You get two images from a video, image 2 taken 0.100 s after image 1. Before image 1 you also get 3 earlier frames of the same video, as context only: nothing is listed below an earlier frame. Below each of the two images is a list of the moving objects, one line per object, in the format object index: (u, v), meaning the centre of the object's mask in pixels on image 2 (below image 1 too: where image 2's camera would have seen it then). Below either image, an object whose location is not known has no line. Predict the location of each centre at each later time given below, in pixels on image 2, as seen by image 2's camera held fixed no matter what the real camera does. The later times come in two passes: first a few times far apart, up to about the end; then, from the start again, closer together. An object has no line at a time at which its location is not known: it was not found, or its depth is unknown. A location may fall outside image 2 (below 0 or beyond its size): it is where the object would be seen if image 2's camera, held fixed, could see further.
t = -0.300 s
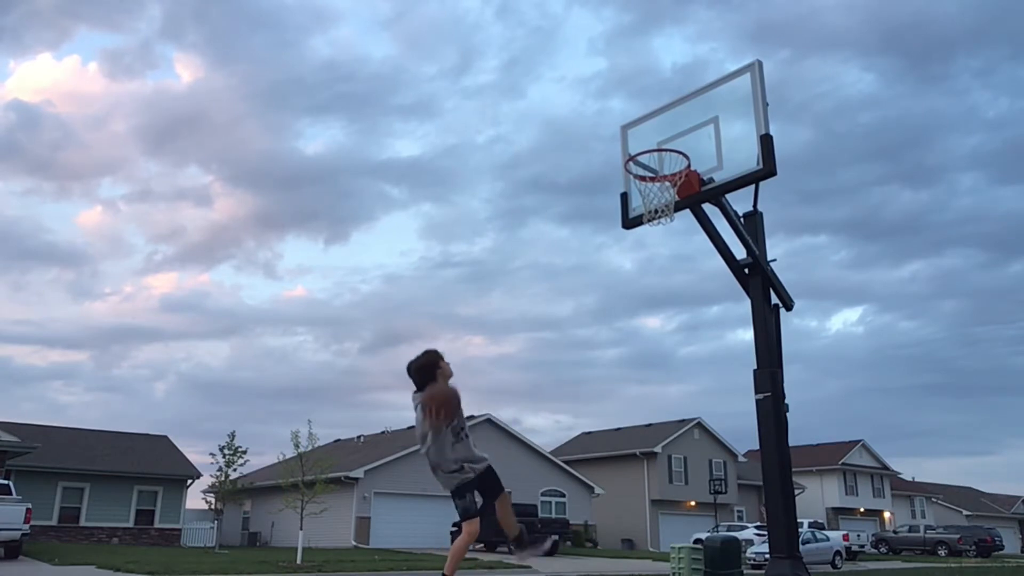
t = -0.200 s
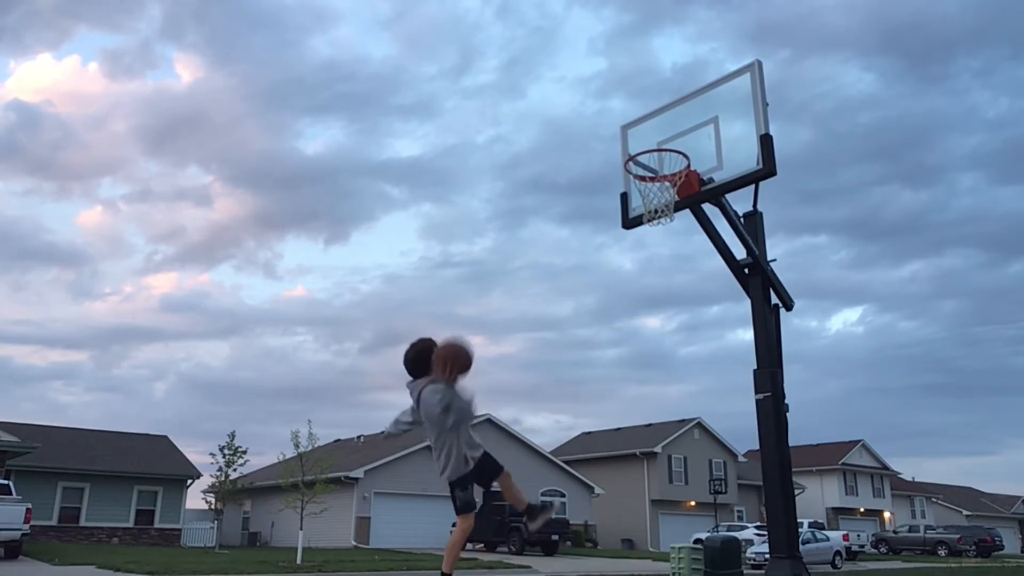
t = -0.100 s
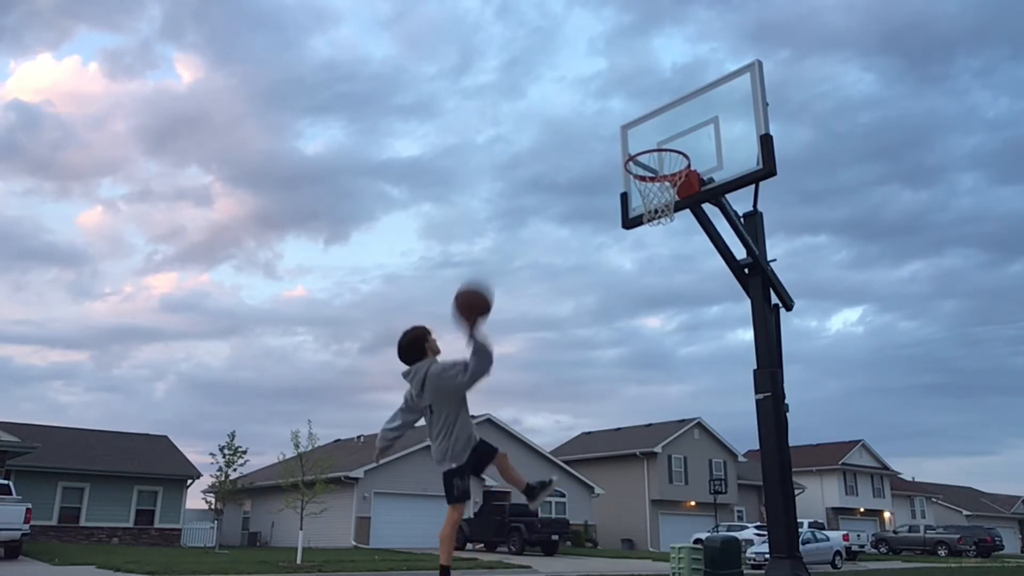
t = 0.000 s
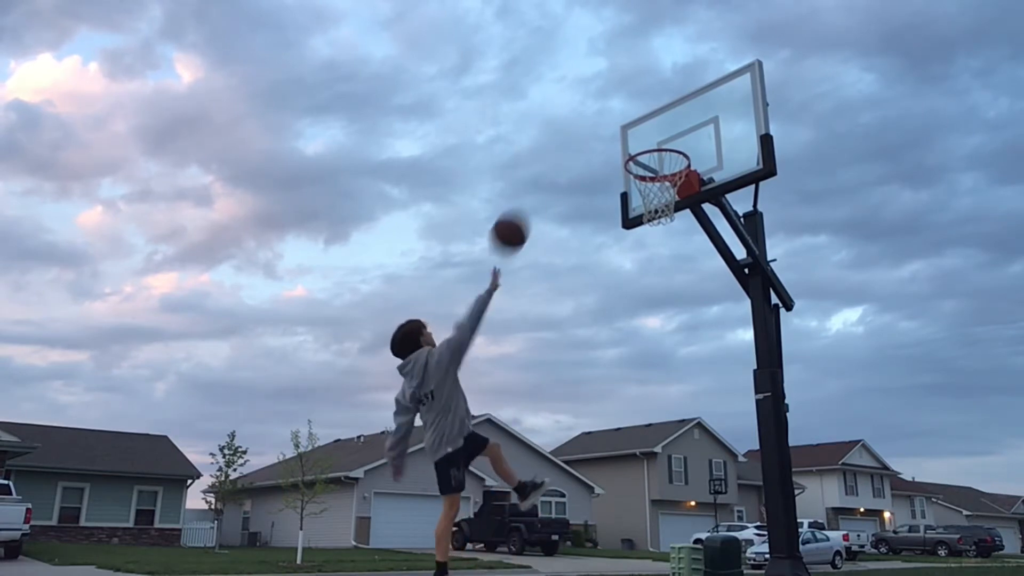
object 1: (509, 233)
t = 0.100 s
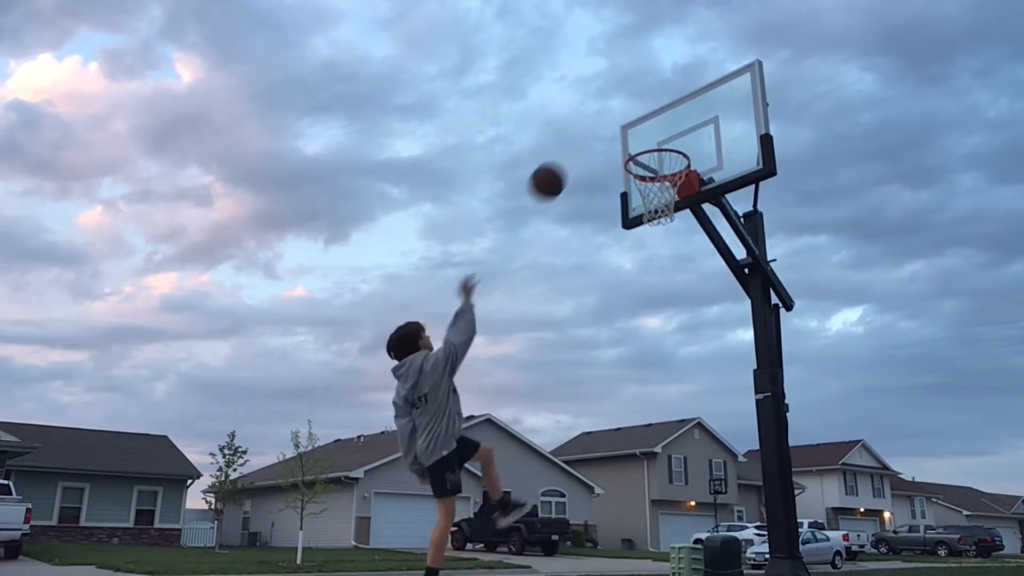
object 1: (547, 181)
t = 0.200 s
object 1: (582, 148)
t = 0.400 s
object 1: (643, 124)
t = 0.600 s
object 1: (680, 140)
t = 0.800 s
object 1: (650, 179)
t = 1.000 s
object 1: (642, 219)
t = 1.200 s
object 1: (650, 288)
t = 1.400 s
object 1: (659, 405)
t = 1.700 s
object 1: (669, 513)
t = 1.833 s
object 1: (668, 448)
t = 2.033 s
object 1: (671, 403)
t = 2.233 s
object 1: (676, 409)
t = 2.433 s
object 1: (683, 460)
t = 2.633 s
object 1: (692, 556)
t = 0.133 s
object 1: (559, 168)
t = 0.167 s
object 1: (571, 157)
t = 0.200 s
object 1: (582, 148)
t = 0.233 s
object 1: (592, 140)
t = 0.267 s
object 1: (603, 134)
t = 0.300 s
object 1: (613, 129)
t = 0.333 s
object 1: (623, 126)
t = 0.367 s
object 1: (634, 125)
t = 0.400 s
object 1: (643, 124)
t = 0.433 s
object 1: (652, 125)
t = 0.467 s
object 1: (662, 127)
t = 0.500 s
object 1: (672, 130)
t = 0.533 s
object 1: (681, 135)
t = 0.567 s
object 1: (685, 138)
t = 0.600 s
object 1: (680, 140)
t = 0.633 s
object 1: (674, 143)
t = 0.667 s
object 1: (669, 148)
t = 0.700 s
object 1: (664, 153)
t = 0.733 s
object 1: (659, 160)
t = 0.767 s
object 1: (654, 169)
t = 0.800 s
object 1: (650, 179)
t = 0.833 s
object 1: (647, 187)
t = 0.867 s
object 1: (644, 194)
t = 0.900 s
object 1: (642, 200)
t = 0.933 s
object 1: (642, 204)
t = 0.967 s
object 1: (641, 211)
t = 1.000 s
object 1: (642, 219)
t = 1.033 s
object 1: (644, 227)
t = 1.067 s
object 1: (645, 237)
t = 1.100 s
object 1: (647, 248)
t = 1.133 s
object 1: (648, 259)
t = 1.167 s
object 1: (649, 273)
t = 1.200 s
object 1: (650, 288)
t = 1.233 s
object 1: (652, 304)
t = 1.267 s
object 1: (653, 322)
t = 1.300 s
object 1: (655, 341)
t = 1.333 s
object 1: (656, 361)
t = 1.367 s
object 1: (658, 383)
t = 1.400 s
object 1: (659, 405)
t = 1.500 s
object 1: (665, 485)
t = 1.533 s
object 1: (667, 515)
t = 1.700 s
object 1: (669, 513)
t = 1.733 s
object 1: (669, 495)
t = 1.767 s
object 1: (669, 478)
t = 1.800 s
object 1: (669, 462)
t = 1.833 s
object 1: (668, 448)
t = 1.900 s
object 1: (670, 427)
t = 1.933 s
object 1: (670, 419)
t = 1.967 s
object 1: (670, 412)
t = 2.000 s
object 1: (671, 407)
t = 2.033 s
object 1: (671, 403)
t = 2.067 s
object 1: (672, 401)
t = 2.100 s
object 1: (672, 400)
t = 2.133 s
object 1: (673, 400)
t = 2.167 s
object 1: (674, 402)
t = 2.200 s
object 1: (675, 405)
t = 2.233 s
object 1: (676, 409)
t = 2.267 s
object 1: (677, 414)
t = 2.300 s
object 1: (678, 421)
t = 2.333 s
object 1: (679, 429)
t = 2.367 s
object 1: (681, 439)
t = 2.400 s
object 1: (682, 449)
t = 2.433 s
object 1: (683, 460)
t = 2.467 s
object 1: (684, 473)
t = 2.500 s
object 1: (686, 487)
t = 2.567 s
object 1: (688, 518)
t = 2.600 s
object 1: (690, 535)
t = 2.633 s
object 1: (692, 556)
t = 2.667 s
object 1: (693, 568)
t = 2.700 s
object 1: (692, 569)
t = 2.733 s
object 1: (689, 564)
